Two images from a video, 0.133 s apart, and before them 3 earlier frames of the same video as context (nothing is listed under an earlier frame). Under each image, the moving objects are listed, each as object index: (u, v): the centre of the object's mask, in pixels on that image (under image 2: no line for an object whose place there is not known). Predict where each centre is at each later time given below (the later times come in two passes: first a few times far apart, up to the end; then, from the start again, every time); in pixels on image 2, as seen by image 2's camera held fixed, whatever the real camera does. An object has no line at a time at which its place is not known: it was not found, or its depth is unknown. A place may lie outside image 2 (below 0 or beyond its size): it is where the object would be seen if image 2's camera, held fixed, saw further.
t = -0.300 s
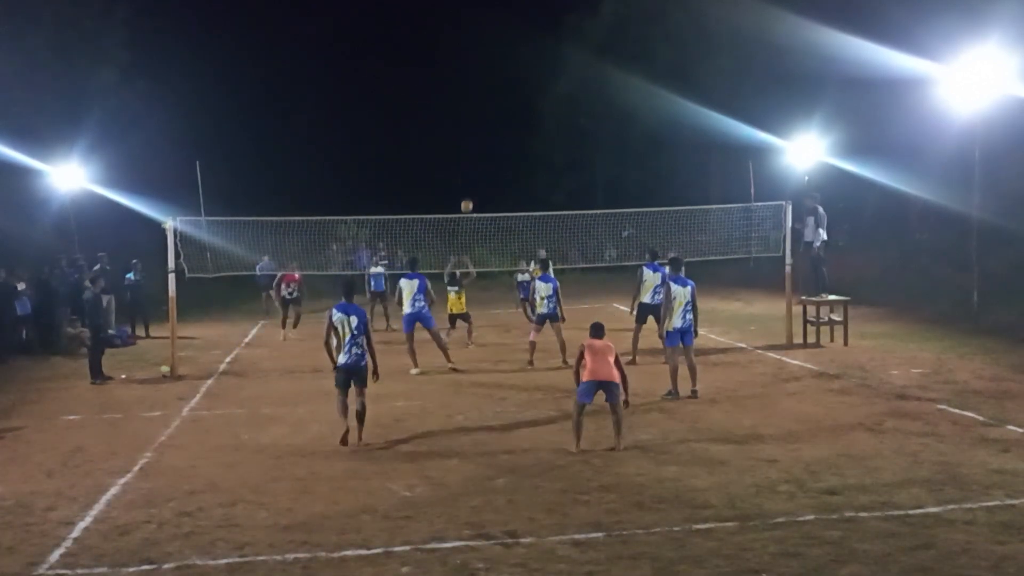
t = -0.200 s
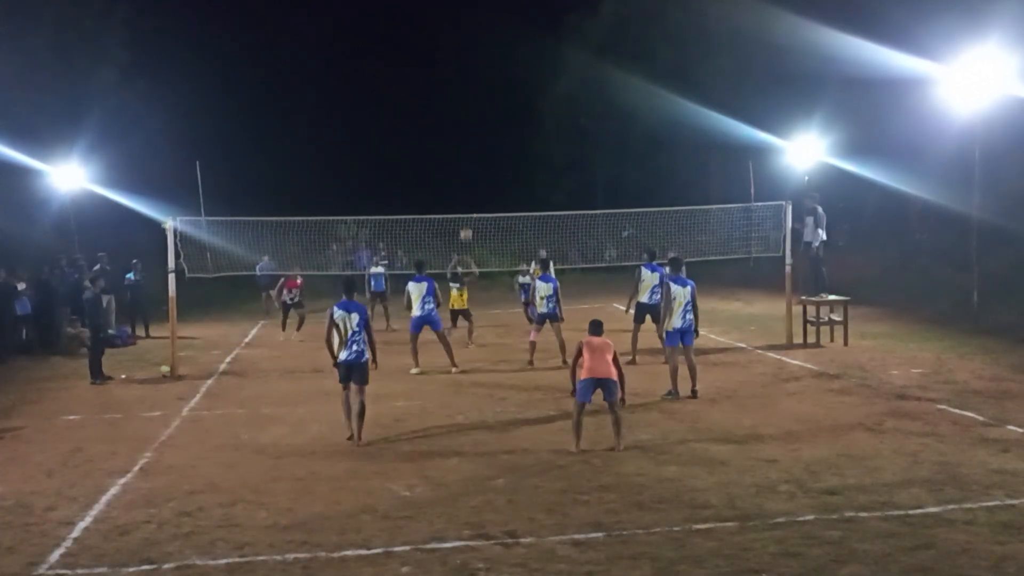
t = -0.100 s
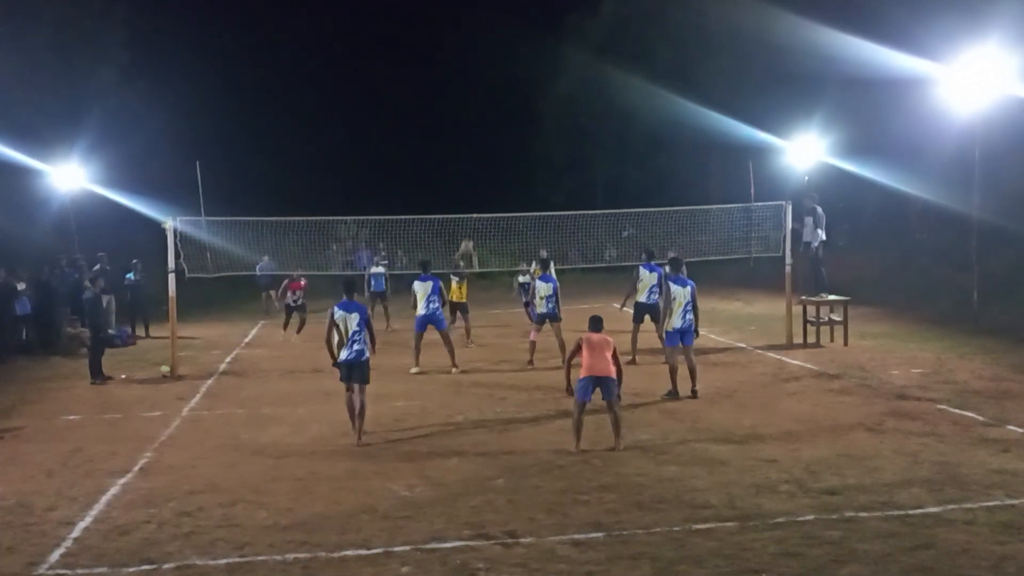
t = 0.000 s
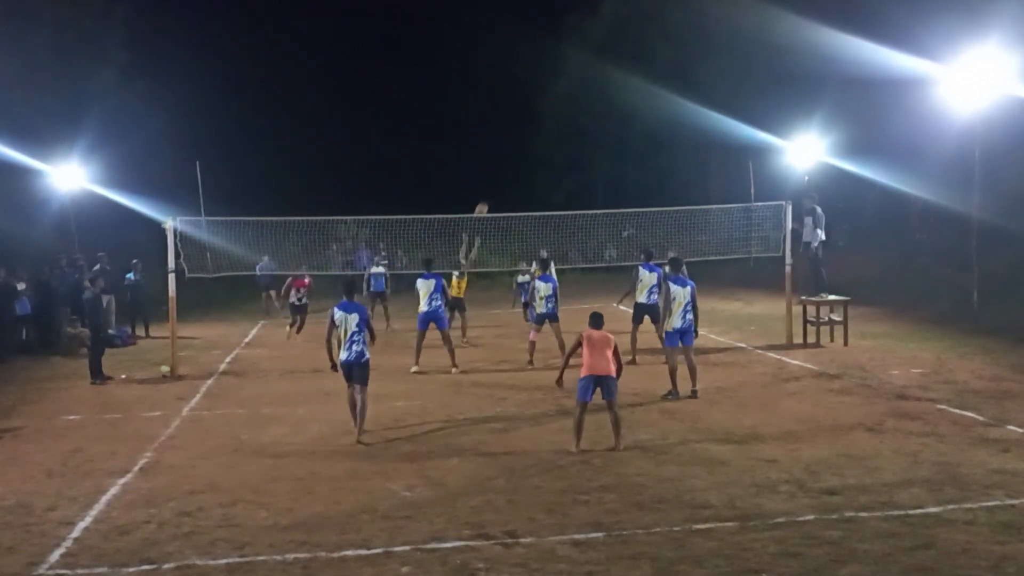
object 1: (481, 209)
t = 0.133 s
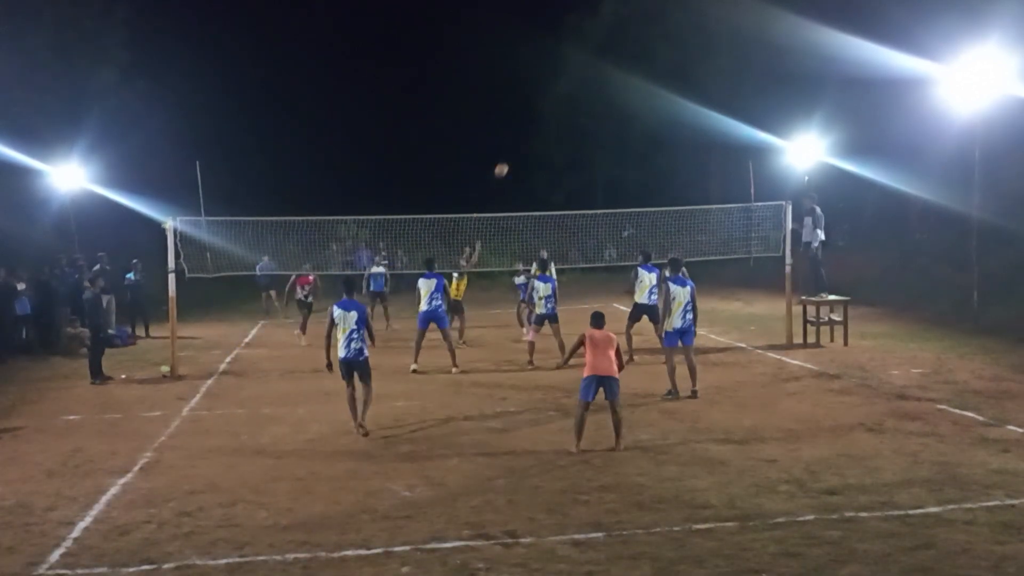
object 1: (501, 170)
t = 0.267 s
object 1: (521, 140)
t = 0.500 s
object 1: (558, 111)
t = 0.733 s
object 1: (595, 113)
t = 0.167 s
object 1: (506, 162)
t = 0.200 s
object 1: (511, 154)
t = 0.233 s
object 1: (516, 146)
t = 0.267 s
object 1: (521, 140)
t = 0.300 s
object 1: (526, 134)
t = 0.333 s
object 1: (532, 128)
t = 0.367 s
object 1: (537, 124)
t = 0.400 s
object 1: (542, 120)
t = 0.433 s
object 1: (547, 116)
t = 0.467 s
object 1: (553, 113)
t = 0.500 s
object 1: (558, 111)
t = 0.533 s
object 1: (563, 110)
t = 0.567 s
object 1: (569, 109)
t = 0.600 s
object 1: (574, 109)
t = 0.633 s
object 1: (579, 109)
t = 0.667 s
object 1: (584, 110)
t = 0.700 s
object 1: (590, 111)
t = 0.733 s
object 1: (595, 113)
